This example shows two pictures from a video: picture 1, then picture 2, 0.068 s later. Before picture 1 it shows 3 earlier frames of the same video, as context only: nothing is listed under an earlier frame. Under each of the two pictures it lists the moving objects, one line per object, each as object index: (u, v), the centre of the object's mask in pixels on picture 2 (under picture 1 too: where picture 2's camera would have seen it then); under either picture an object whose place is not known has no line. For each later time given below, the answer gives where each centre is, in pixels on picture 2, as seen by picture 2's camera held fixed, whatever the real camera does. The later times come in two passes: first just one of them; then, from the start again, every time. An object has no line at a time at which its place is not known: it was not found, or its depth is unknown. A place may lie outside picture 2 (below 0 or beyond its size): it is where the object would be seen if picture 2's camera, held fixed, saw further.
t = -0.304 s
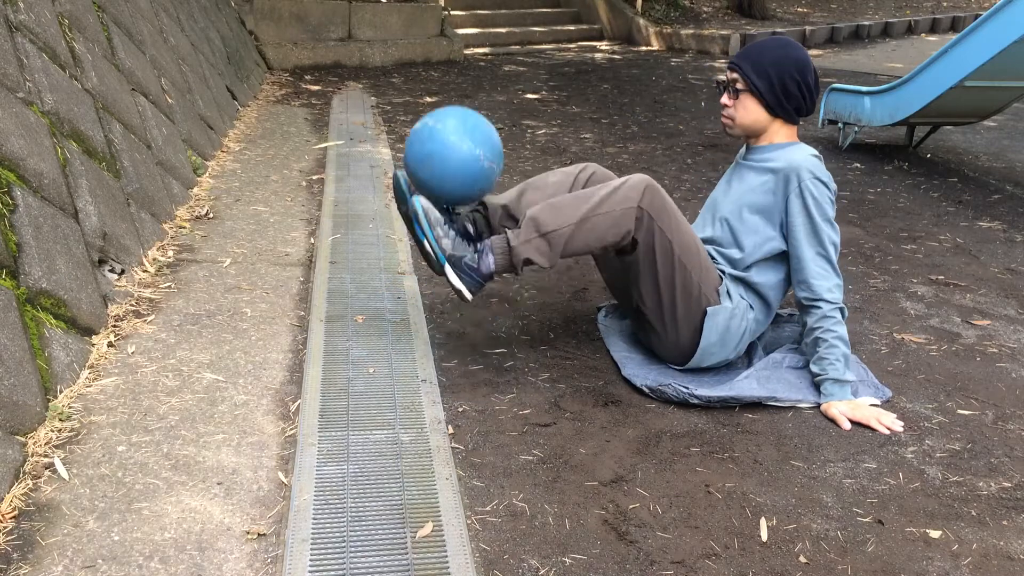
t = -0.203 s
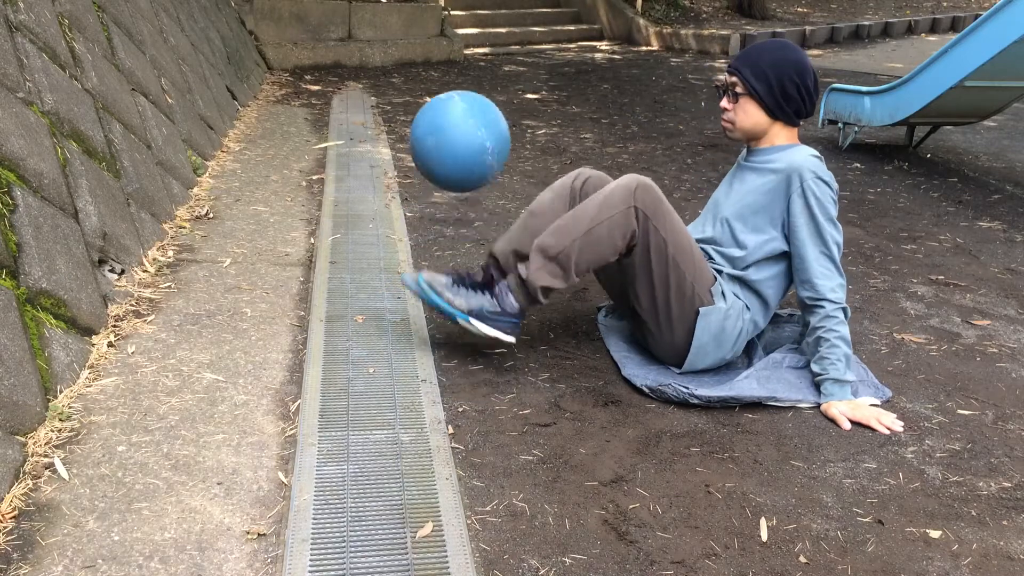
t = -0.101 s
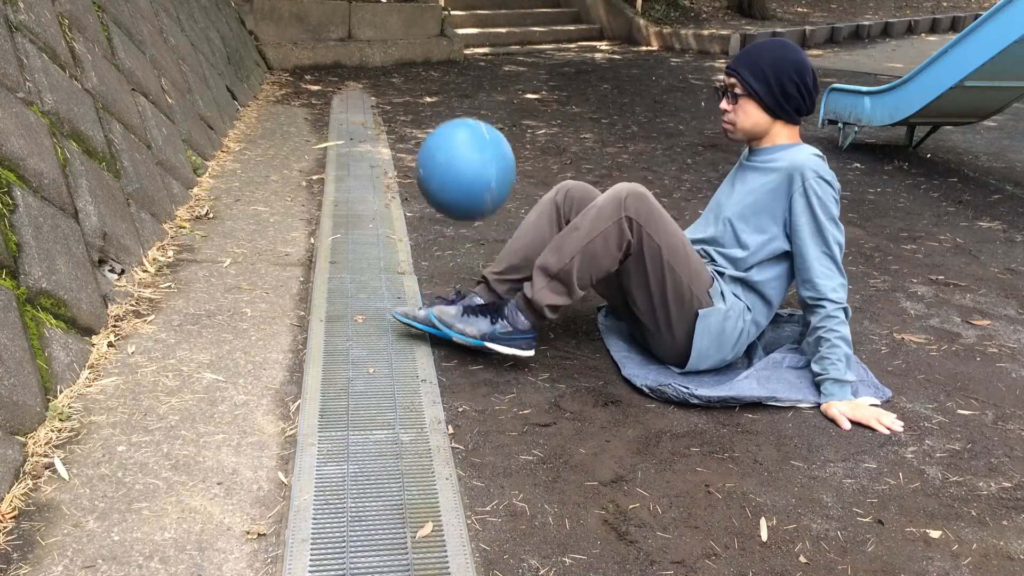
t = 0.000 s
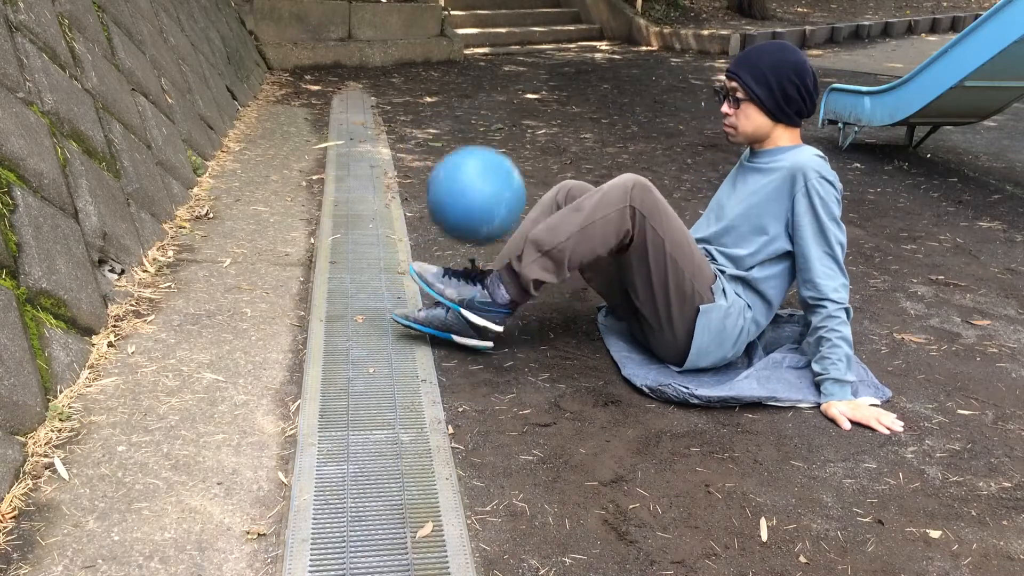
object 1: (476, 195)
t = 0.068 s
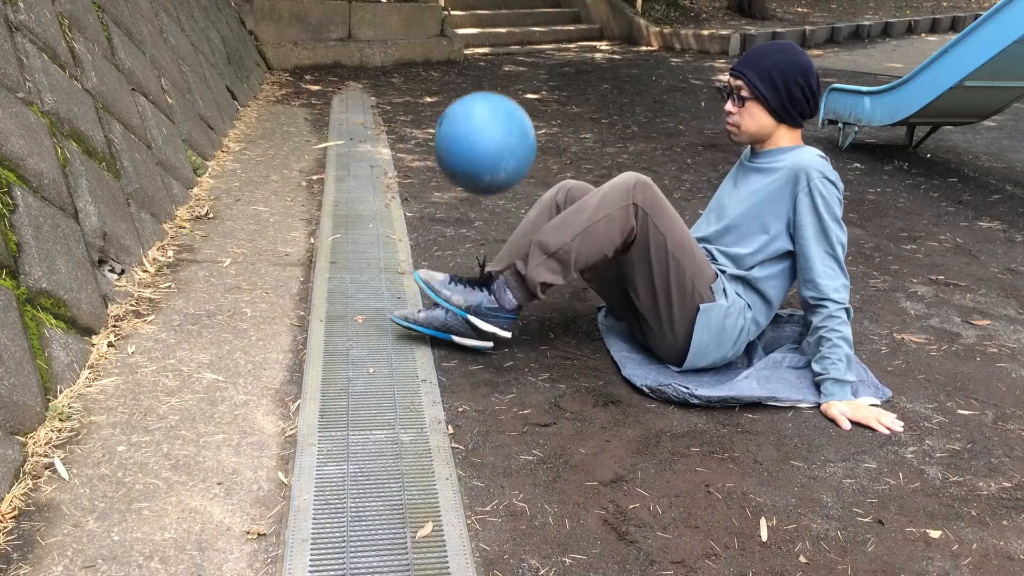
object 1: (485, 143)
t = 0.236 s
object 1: (508, 89)
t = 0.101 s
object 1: (490, 122)
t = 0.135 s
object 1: (495, 107)
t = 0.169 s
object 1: (500, 96)
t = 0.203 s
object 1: (504, 90)
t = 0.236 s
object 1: (508, 89)
